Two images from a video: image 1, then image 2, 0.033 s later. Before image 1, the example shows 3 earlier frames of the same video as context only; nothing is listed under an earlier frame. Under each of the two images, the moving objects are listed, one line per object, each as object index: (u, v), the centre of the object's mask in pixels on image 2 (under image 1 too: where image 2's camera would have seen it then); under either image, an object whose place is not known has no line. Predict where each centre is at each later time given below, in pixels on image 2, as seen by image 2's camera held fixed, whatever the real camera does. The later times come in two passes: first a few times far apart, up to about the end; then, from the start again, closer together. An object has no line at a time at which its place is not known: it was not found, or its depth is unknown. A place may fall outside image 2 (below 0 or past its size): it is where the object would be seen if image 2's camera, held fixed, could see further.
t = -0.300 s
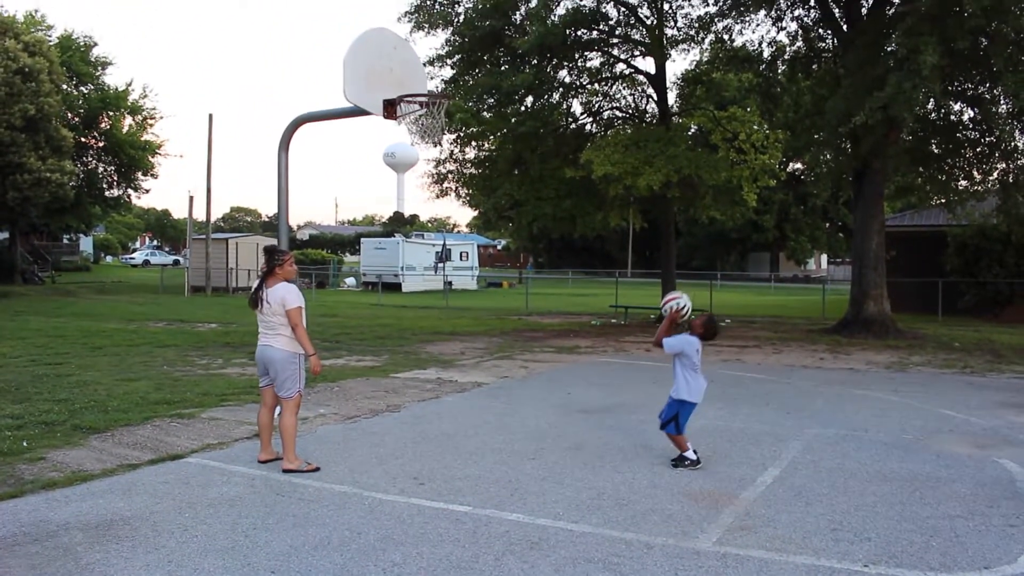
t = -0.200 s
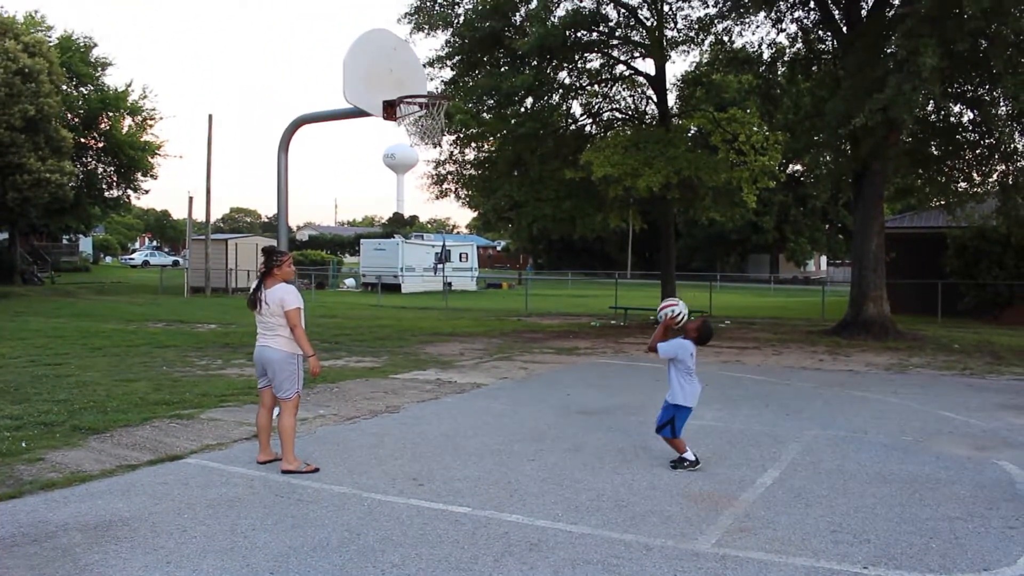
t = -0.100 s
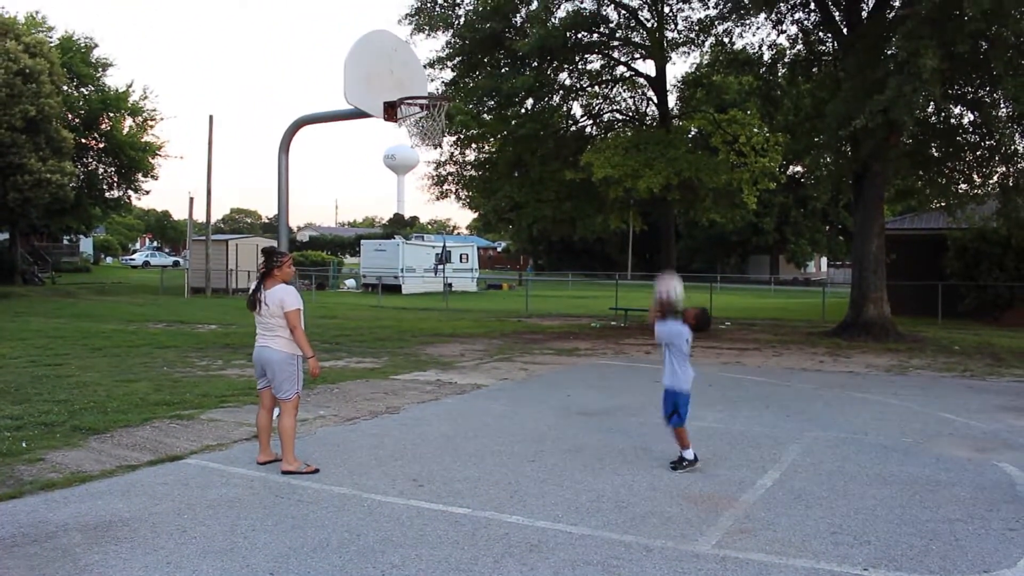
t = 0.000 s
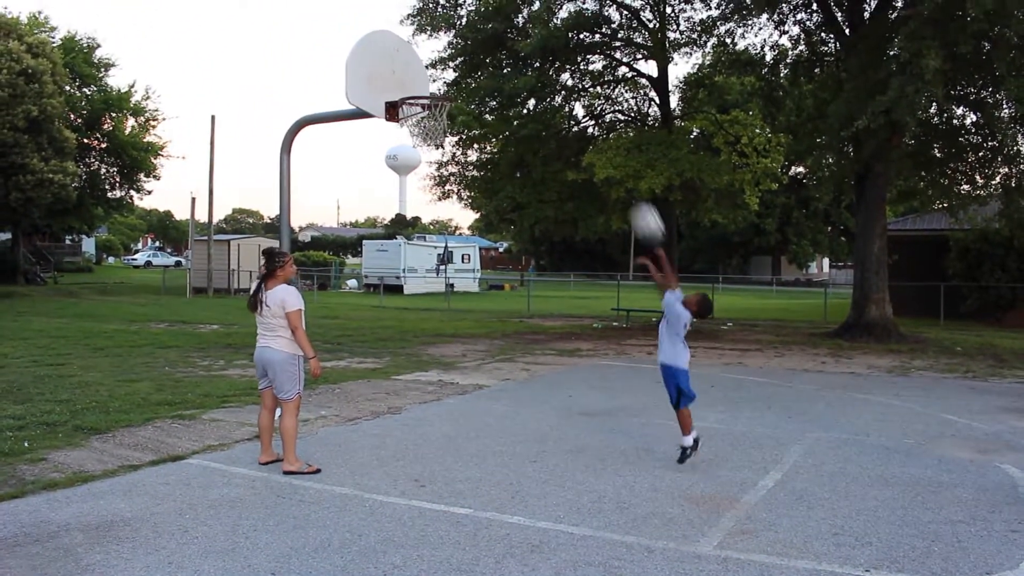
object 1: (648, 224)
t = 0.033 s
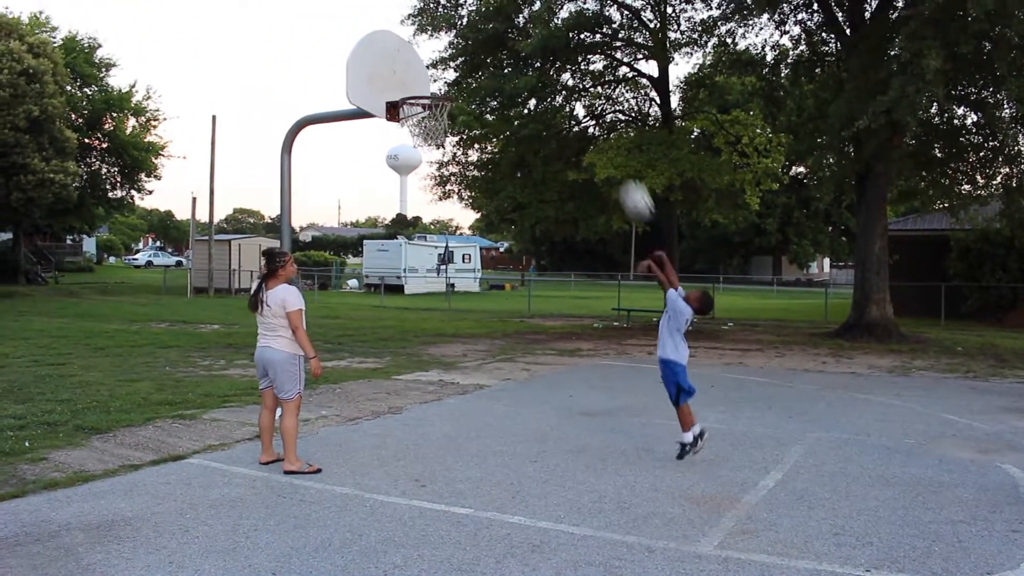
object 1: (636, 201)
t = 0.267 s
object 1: (559, 86)
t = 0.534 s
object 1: (479, 44)
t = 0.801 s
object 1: (407, 82)
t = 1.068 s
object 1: (400, 88)
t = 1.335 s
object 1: (400, 86)
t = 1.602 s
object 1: (395, 87)
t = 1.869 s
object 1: (382, 131)
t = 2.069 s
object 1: (373, 223)
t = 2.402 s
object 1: (358, 419)
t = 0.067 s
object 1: (625, 180)
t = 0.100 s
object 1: (613, 159)
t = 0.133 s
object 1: (603, 143)
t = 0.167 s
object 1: (593, 128)
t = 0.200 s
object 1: (580, 110)
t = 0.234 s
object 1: (570, 98)
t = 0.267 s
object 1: (559, 86)
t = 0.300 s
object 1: (549, 77)
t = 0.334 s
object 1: (539, 68)
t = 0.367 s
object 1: (529, 61)
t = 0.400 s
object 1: (519, 54)
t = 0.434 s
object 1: (508, 50)
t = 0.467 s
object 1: (499, 46)
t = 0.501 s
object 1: (489, 45)
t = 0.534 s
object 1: (479, 44)
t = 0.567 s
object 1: (471, 44)
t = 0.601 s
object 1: (462, 46)
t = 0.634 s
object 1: (453, 48)
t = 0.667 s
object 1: (444, 53)
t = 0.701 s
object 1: (434, 58)
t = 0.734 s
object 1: (425, 66)
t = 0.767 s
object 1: (416, 73)
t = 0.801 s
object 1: (407, 82)
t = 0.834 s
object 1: (399, 89)
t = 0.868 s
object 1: (399, 89)
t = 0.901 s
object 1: (401, 88)
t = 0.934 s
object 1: (401, 88)
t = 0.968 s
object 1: (401, 88)
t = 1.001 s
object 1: (401, 89)
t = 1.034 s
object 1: (400, 88)
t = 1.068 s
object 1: (400, 88)
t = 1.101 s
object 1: (400, 88)
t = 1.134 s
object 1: (400, 87)
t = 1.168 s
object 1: (400, 86)
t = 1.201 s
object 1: (400, 86)
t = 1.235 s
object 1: (400, 86)
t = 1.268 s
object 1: (400, 86)
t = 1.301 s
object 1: (400, 86)
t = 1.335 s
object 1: (400, 86)
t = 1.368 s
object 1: (400, 85)
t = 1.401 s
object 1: (400, 85)
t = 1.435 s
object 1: (399, 84)
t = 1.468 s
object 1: (399, 84)
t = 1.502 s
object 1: (398, 85)
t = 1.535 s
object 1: (397, 85)
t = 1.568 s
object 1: (396, 86)
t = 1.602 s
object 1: (395, 87)
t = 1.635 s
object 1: (394, 88)
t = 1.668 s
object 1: (392, 92)
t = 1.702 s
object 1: (391, 95)
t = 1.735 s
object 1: (389, 99)
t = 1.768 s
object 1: (388, 107)
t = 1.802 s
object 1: (386, 112)
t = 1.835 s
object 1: (384, 118)
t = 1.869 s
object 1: (382, 131)
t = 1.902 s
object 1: (381, 142)
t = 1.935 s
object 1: (379, 155)
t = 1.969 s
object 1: (377, 169)
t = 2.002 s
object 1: (375, 185)
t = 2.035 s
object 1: (374, 202)
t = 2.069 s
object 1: (373, 223)
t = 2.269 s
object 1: (365, 353)
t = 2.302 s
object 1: (363, 379)
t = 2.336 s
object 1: (362, 407)
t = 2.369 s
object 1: (360, 435)
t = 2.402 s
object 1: (358, 419)
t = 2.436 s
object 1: (356, 400)
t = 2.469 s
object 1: (354, 382)
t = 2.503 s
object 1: (352, 365)
